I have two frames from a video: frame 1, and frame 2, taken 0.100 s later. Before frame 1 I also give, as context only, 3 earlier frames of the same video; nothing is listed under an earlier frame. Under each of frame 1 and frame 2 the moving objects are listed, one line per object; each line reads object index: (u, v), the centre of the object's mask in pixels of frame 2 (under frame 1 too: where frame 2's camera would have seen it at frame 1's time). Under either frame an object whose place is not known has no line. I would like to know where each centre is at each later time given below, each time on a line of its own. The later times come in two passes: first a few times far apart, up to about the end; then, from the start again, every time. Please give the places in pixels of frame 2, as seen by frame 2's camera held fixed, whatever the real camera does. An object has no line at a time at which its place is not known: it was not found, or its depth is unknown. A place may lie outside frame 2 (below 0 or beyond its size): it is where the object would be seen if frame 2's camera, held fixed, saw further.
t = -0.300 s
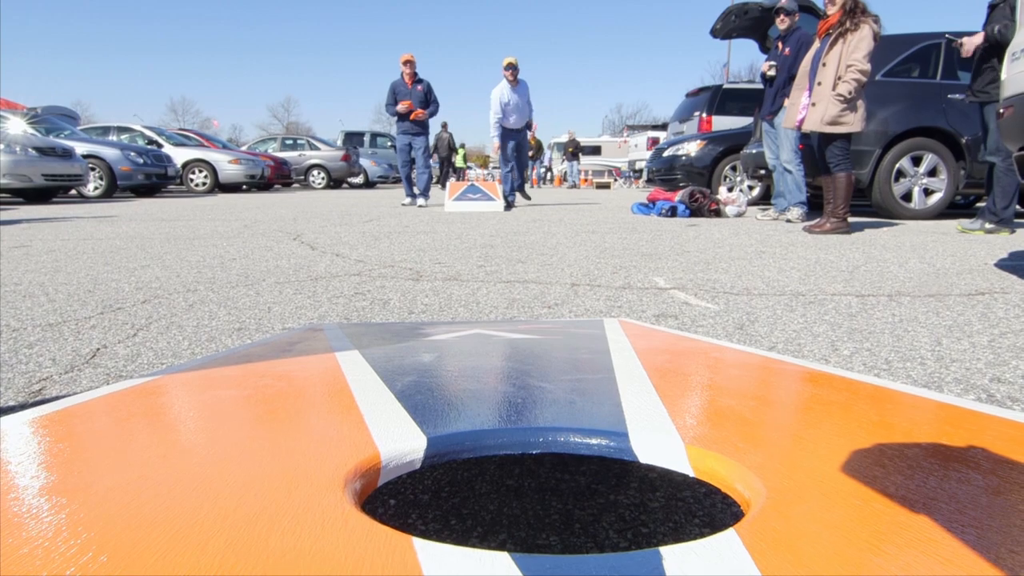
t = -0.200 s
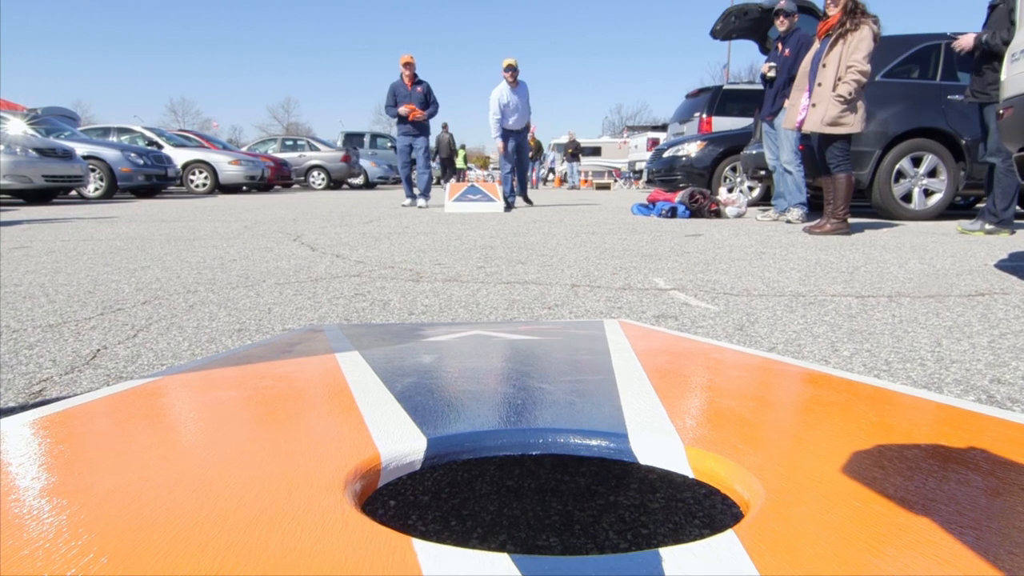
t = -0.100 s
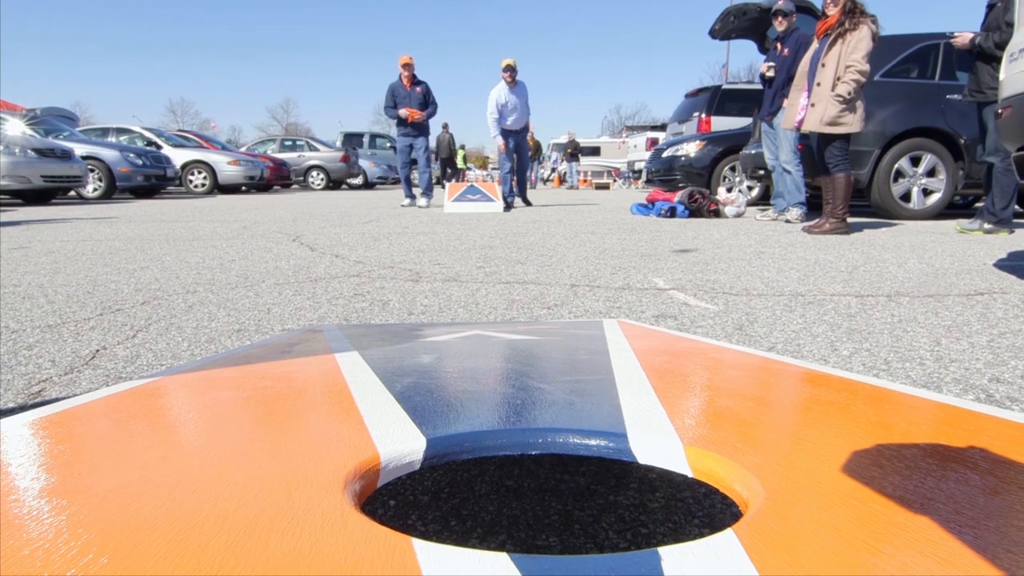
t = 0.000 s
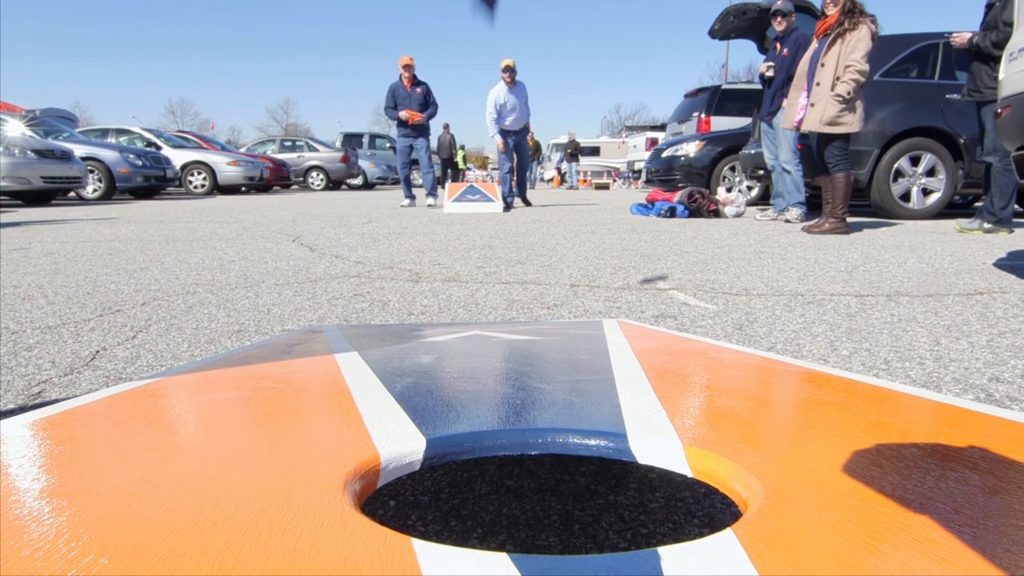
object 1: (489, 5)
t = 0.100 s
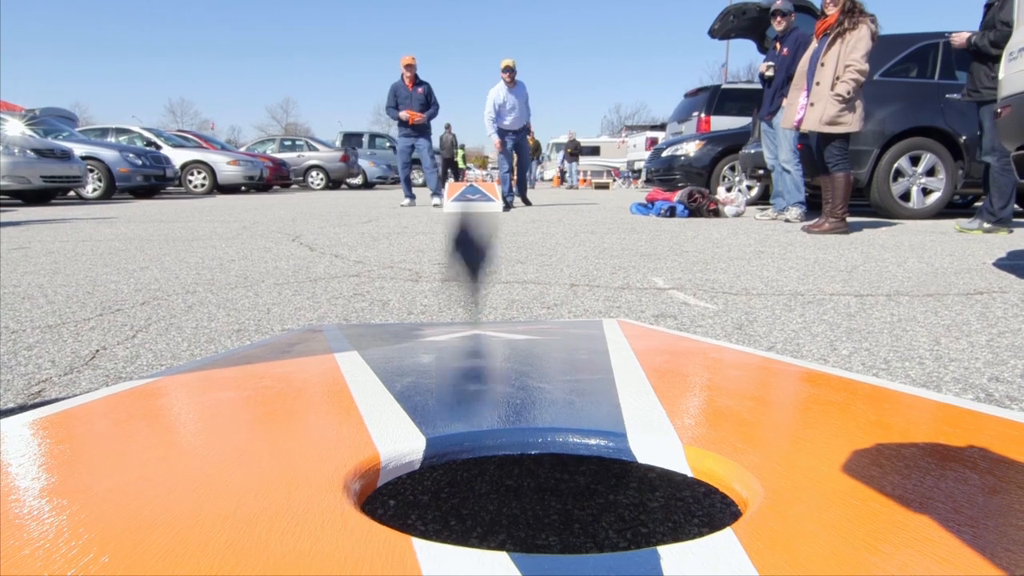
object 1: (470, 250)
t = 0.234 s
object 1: (483, 306)
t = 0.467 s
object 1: (600, 384)
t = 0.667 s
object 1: (506, 504)
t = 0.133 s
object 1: (471, 306)
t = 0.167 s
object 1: (473, 308)
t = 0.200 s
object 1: (477, 308)
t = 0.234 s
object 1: (483, 306)
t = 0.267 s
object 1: (491, 307)
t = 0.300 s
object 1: (501, 311)
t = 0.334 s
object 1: (513, 316)
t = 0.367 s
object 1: (528, 321)
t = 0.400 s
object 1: (548, 331)
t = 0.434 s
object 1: (571, 348)
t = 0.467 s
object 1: (600, 384)
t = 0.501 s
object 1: (661, 431)
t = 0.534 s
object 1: (675, 452)
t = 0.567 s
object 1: (633, 451)
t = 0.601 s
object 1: (583, 456)
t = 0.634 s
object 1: (531, 469)
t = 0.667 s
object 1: (506, 504)
